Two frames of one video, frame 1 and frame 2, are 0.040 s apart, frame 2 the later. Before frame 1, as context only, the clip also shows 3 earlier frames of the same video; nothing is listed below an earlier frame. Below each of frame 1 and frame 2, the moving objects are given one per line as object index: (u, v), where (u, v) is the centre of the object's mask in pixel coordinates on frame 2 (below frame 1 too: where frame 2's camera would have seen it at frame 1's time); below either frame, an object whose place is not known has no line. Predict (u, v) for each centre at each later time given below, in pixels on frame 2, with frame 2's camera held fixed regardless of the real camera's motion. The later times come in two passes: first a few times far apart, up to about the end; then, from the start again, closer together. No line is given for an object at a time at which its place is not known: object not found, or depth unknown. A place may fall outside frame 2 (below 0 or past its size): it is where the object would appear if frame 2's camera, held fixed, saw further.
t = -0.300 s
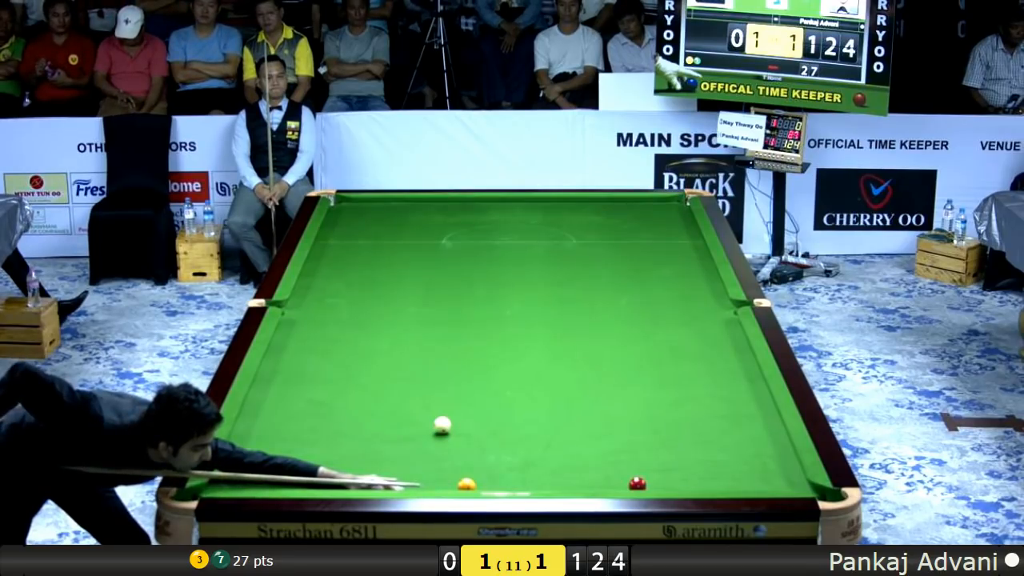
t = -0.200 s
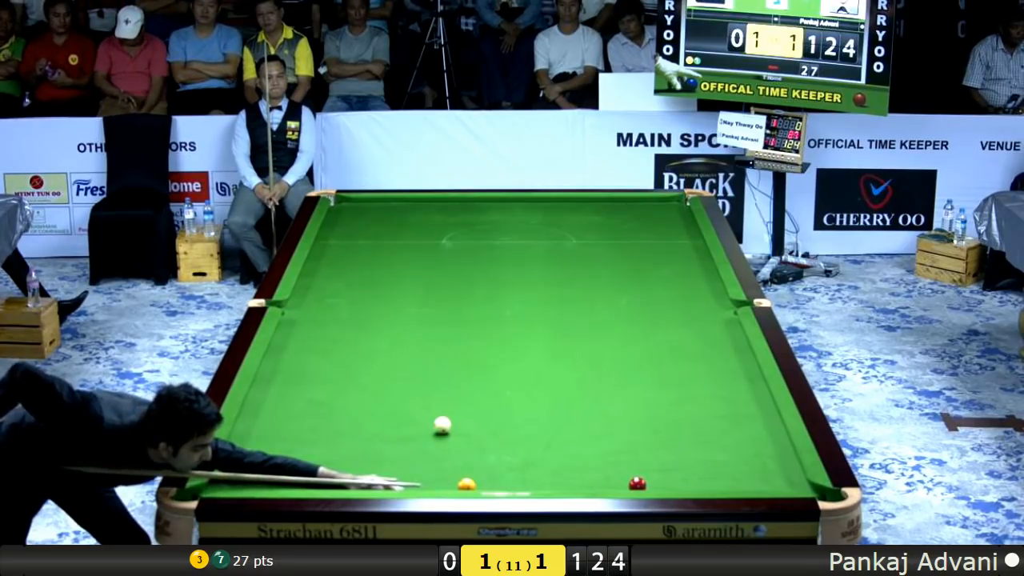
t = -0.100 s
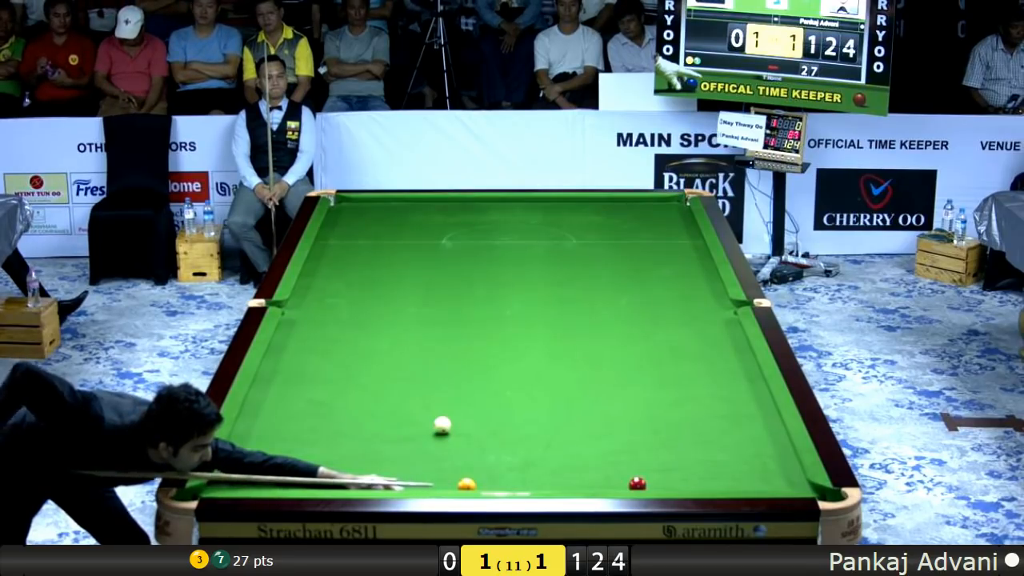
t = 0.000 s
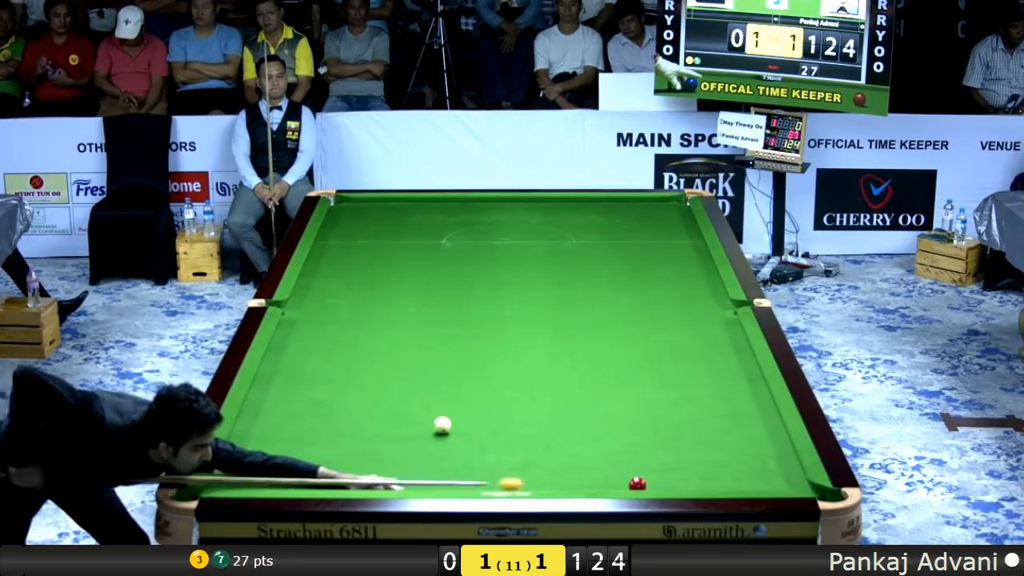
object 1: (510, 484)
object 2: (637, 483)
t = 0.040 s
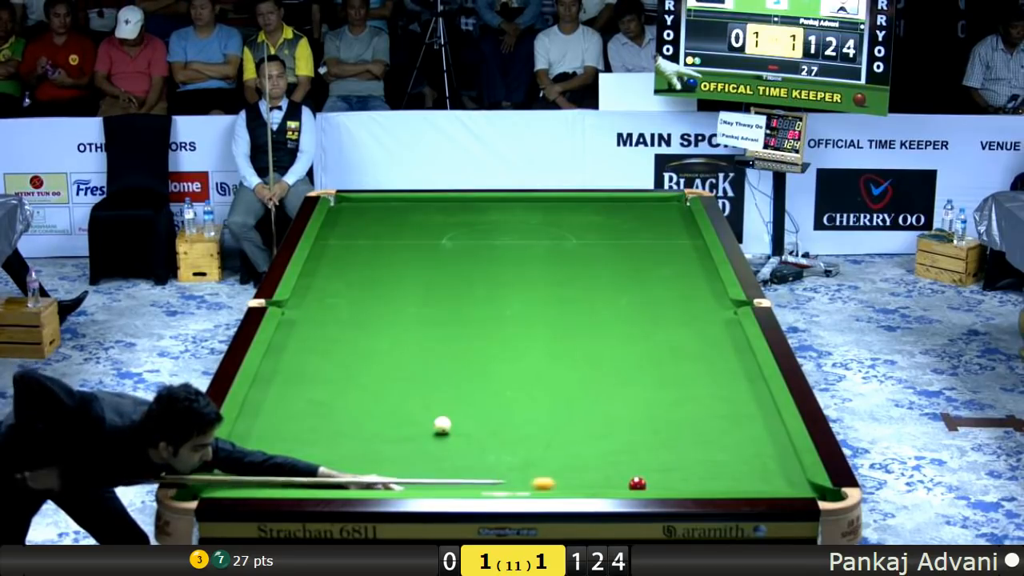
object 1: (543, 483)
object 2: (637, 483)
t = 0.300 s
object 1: (630, 481)
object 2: (738, 485)
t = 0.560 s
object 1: (671, 477)
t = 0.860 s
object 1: (718, 471)
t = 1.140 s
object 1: (758, 465)
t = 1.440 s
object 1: (785, 460)
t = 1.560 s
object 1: (774, 458)
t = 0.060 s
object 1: (559, 483)
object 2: (637, 483)
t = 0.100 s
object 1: (590, 483)
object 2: (637, 483)
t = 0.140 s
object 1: (618, 483)
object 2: (638, 483)
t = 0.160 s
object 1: (619, 482)
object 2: (649, 483)
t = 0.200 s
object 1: (621, 482)
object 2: (676, 484)
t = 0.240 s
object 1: (623, 482)
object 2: (702, 484)
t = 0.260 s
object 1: (625, 482)
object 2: (714, 484)
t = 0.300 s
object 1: (630, 481)
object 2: (738, 485)
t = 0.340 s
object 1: (635, 480)
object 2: (761, 484)
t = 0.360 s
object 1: (638, 480)
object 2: (771, 484)
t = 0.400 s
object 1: (645, 480)
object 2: (793, 486)
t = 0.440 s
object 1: (652, 479)
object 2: (811, 488)
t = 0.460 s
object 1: (655, 479)
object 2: (812, 491)
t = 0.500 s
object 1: (662, 478)
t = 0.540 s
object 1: (668, 477)
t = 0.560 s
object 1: (671, 477)
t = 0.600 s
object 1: (677, 476)
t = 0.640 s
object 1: (684, 475)
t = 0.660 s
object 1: (687, 475)
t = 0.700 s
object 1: (693, 473)
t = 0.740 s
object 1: (699, 473)
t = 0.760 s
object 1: (702, 472)
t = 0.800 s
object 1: (708, 472)
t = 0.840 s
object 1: (714, 471)
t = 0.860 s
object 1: (718, 471)
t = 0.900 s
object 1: (723, 470)
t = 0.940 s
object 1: (729, 469)
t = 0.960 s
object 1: (732, 468)
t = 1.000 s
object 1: (738, 468)
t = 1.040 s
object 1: (744, 467)
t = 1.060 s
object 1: (746, 467)
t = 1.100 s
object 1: (752, 466)
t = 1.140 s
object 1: (758, 465)
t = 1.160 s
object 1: (760, 465)
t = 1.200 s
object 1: (766, 464)
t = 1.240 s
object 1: (771, 464)
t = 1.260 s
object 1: (774, 463)
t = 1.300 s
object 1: (780, 462)
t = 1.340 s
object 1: (785, 462)
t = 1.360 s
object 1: (788, 462)
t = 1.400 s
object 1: (790, 461)
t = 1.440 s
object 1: (785, 460)
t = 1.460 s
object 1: (783, 460)
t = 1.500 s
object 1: (779, 459)
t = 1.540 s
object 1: (775, 458)
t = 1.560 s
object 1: (774, 458)
